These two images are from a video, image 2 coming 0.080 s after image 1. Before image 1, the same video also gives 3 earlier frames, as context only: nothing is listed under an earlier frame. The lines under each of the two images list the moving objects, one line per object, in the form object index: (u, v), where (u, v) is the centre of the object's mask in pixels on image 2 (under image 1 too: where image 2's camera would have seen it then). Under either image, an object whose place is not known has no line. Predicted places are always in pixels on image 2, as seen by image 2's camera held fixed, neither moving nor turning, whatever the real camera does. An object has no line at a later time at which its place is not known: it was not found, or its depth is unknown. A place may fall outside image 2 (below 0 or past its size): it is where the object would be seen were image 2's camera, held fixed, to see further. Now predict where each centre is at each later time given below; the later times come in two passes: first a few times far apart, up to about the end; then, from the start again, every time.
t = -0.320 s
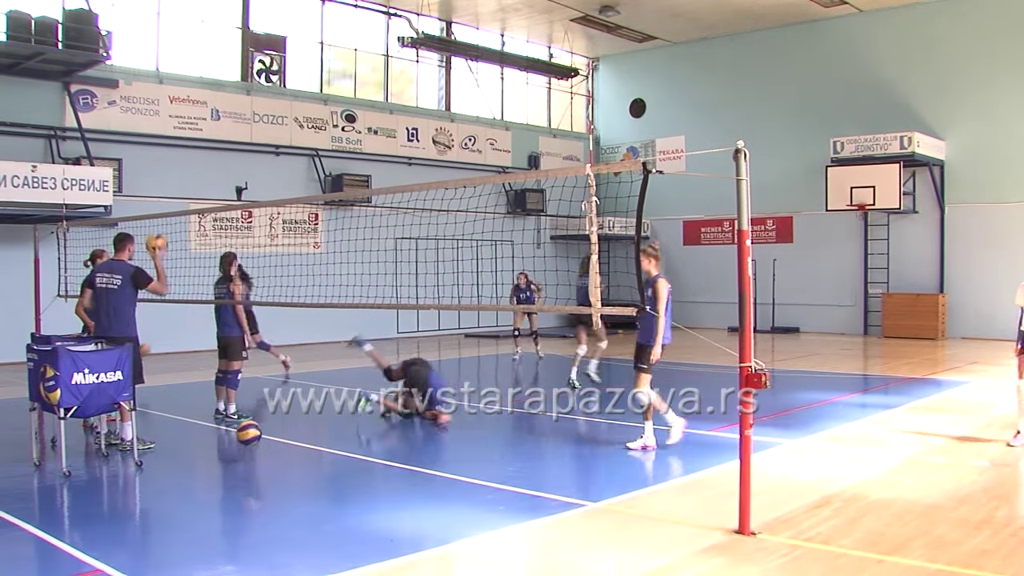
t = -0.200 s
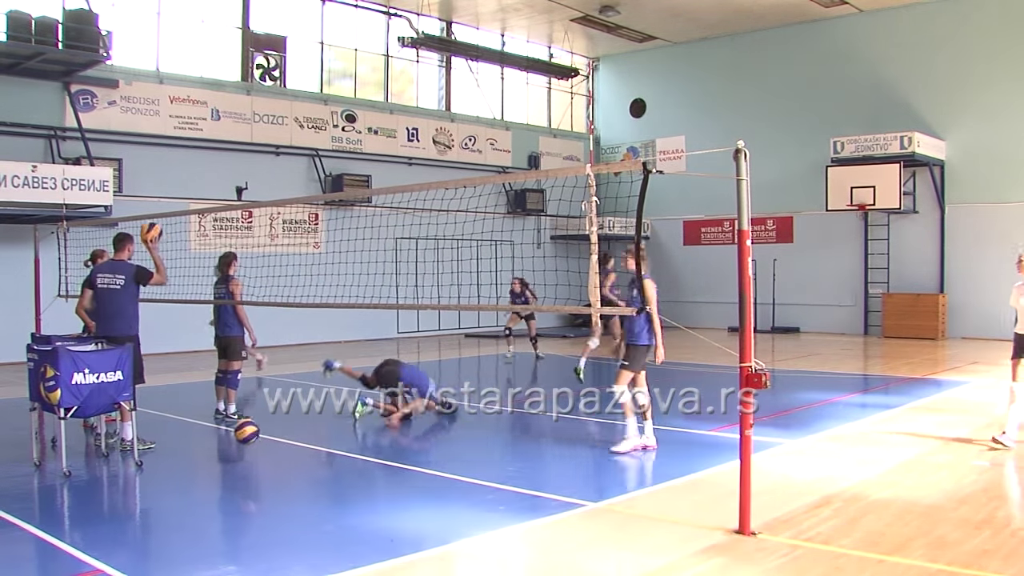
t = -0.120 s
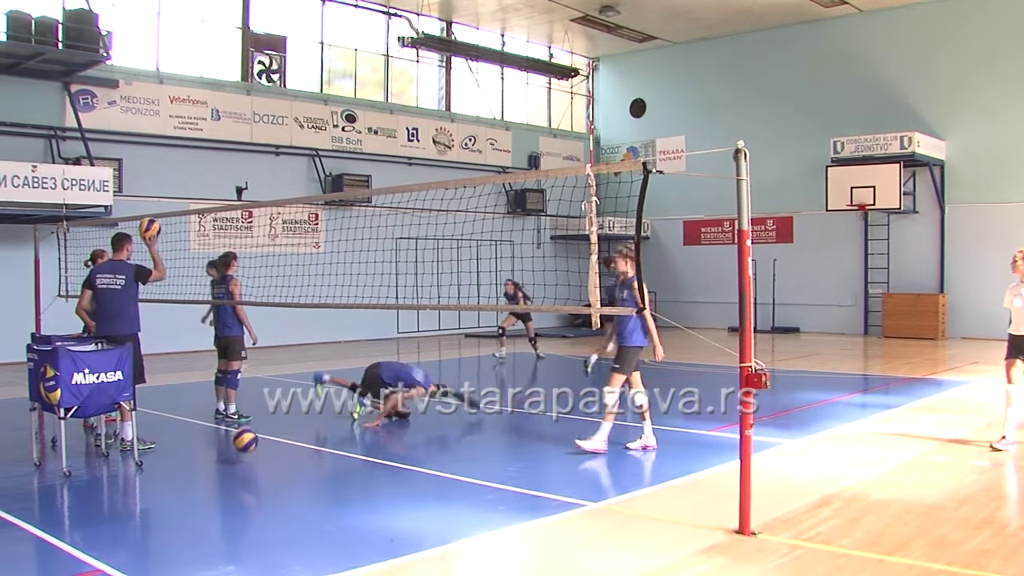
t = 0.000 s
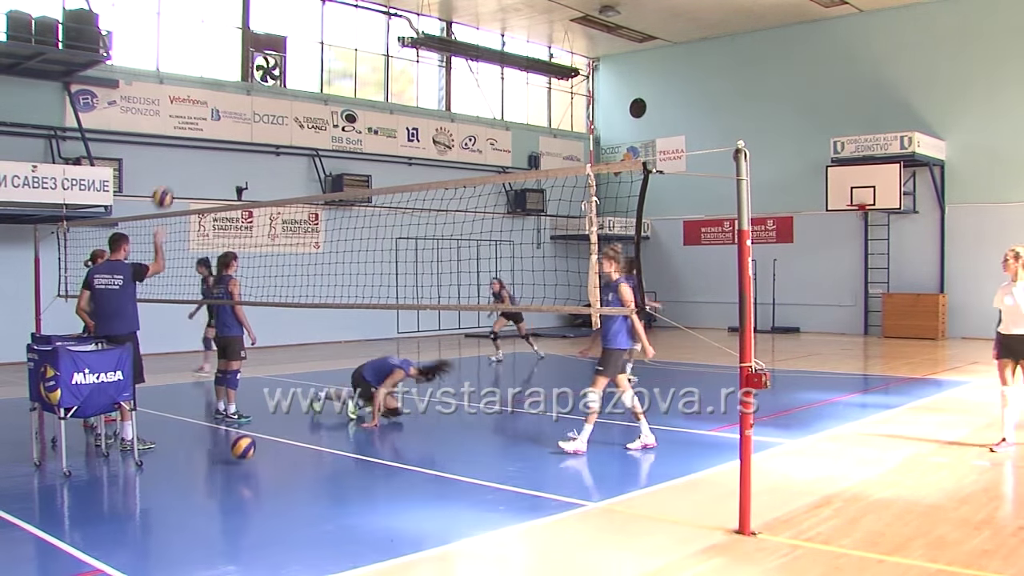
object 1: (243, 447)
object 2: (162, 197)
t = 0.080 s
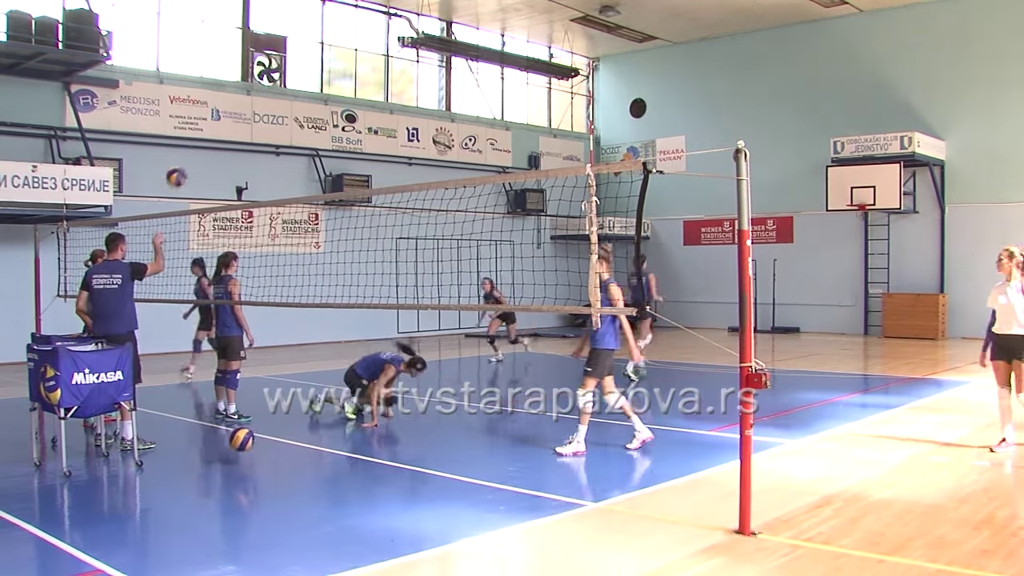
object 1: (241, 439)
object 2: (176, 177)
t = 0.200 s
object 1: (240, 441)
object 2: (195, 158)
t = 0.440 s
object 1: (235, 441)
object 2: (226, 164)
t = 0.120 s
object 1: (241, 438)
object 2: (182, 169)
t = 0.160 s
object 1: (240, 438)
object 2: (188, 163)
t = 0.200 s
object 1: (240, 441)
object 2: (195, 158)
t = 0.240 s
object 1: (239, 445)
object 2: (200, 156)
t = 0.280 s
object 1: (239, 450)
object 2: (206, 154)
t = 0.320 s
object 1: (238, 449)
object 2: (211, 155)
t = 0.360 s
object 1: (237, 445)
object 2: (216, 157)
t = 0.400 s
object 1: (236, 442)
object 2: (221, 160)
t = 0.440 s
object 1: (235, 441)
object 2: (226, 164)
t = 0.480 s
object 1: (235, 442)
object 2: (231, 170)
